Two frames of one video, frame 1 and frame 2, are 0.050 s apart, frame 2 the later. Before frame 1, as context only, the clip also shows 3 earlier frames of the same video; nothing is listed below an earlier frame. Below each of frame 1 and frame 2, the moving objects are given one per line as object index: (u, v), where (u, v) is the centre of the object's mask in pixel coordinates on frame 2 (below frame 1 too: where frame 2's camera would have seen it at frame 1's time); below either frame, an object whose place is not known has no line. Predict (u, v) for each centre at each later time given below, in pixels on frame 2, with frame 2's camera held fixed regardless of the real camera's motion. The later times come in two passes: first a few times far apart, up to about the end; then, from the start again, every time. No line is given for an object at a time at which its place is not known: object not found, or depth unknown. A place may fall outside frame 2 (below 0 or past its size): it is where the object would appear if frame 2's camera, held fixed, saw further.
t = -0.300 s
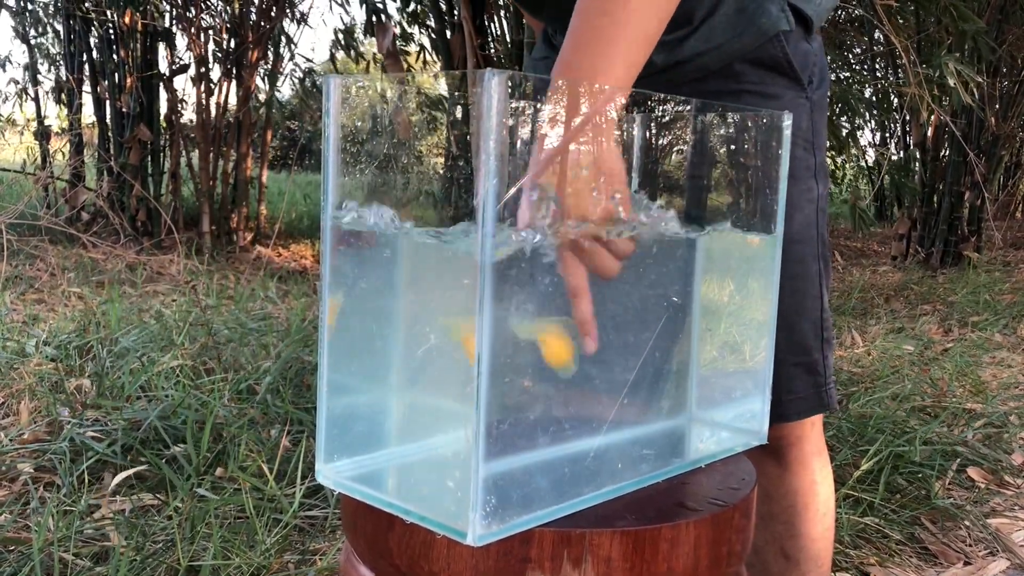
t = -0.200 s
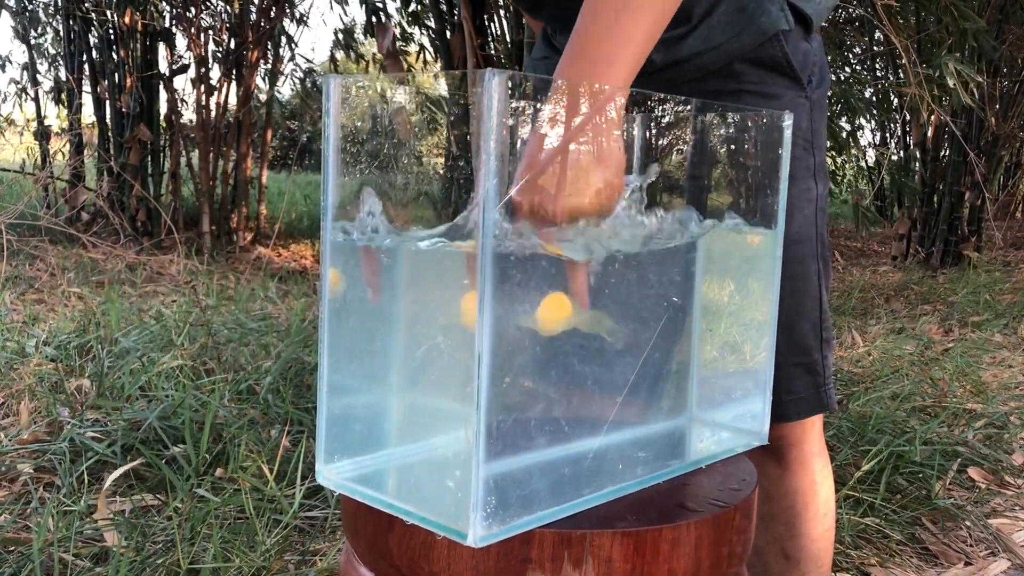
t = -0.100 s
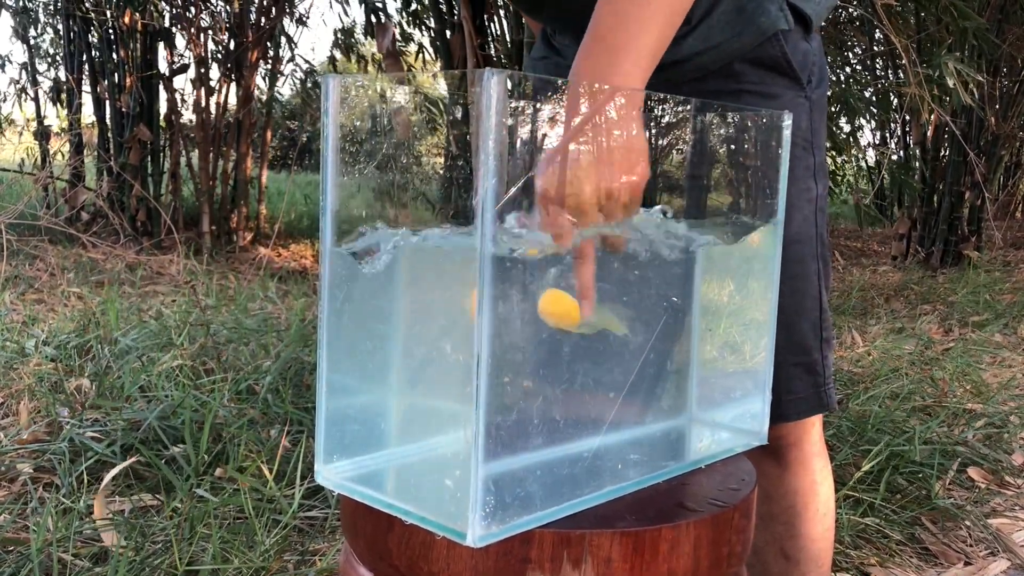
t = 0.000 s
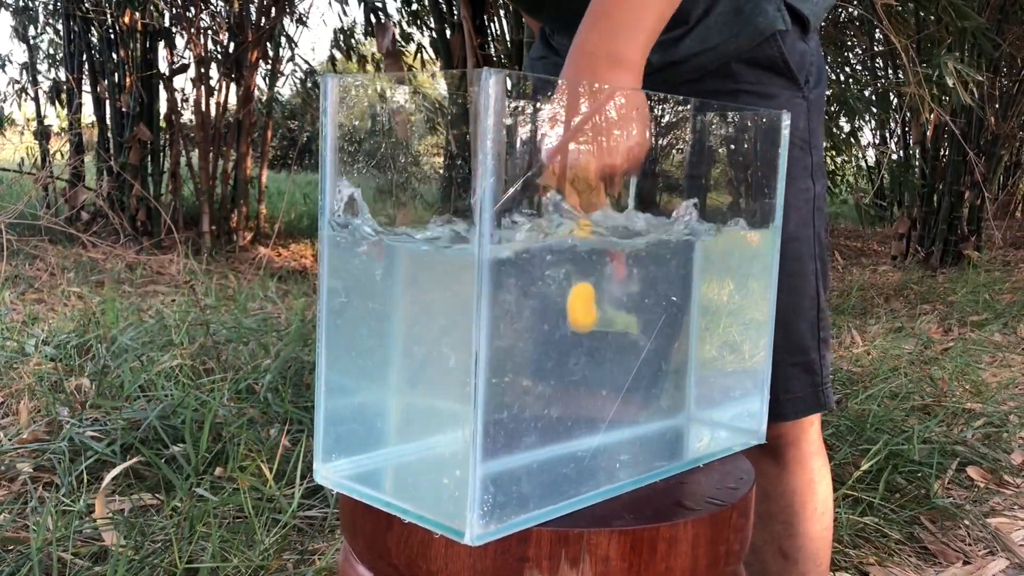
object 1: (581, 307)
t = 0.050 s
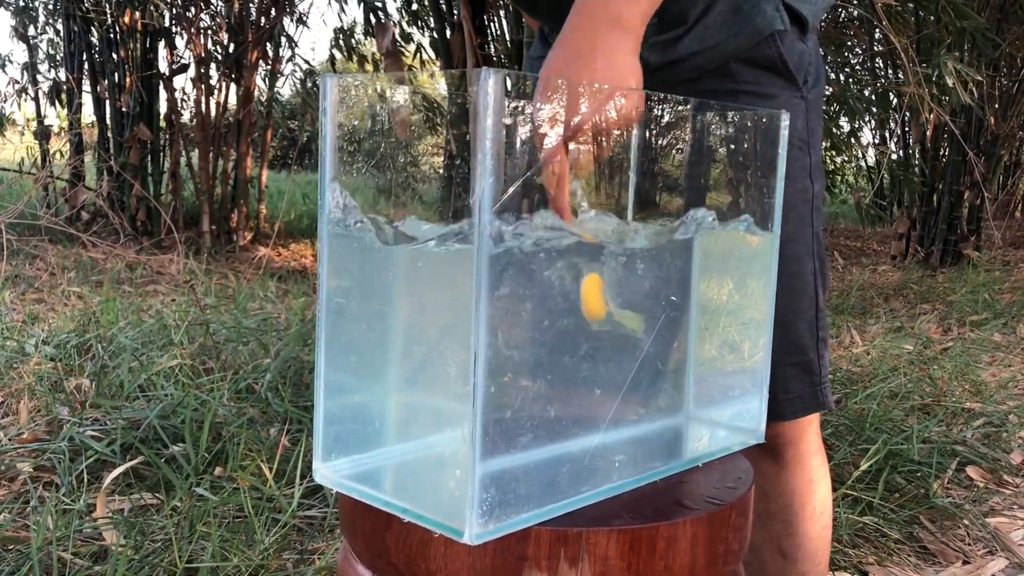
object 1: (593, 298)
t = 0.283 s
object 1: (631, 267)
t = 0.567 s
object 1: (670, 273)
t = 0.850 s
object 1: (664, 301)
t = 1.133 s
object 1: (648, 340)
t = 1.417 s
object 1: (618, 392)
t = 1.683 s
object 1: (594, 419)
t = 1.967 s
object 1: (580, 441)
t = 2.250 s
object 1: (568, 447)
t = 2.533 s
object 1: (558, 451)
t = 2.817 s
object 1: (554, 453)
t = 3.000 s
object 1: (549, 454)
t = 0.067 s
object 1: (596, 294)
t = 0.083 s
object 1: (600, 291)
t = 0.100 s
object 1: (603, 288)
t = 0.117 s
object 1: (605, 284)
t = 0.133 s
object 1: (609, 280)
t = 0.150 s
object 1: (611, 277)
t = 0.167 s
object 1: (614, 274)
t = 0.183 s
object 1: (617, 272)
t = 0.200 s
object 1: (619, 270)
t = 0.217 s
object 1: (621, 269)
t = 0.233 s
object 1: (624, 268)
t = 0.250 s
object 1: (626, 267)
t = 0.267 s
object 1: (628, 267)
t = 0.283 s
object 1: (631, 267)
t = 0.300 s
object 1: (633, 267)
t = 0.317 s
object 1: (636, 267)
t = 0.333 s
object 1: (638, 268)
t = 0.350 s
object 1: (640, 269)
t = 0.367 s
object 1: (643, 269)
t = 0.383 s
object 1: (646, 270)
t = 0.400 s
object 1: (649, 270)
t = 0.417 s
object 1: (651, 270)
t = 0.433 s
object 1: (654, 271)
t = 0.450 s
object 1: (657, 270)
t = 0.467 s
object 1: (659, 270)
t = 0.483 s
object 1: (661, 270)
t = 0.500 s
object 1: (664, 270)
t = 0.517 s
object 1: (666, 270)
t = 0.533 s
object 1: (667, 270)
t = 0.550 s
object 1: (668, 271)
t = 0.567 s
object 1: (670, 273)
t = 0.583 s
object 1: (670, 274)
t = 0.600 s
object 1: (671, 274)
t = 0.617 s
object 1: (672, 277)
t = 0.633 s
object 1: (672, 278)
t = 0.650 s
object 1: (672, 281)
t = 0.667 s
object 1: (672, 282)
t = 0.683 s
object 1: (672, 284)
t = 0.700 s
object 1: (670, 288)
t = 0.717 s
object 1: (669, 290)
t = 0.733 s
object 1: (669, 291)
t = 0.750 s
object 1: (668, 292)
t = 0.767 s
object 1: (668, 293)
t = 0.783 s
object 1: (667, 294)
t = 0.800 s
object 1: (666, 297)
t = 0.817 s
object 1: (665, 297)
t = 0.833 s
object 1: (665, 299)
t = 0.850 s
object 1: (664, 301)
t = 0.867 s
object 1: (663, 303)
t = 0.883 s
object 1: (662, 305)
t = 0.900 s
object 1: (661, 307)
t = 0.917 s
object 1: (661, 309)
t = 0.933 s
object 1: (660, 311)
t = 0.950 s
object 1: (659, 313)
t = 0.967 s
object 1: (658, 316)
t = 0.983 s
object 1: (657, 318)
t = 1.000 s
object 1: (656, 320)
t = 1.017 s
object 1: (655, 323)
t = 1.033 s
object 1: (654, 325)
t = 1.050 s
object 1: (653, 327)
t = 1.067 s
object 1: (652, 330)
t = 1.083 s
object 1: (651, 332)
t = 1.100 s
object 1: (650, 335)
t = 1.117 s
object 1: (649, 337)
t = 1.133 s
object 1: (648, 340)
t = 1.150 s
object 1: (647, 342)
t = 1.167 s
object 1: (646, 345)
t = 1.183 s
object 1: (645, 347)
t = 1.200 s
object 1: (643, 351)
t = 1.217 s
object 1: (642, 353)
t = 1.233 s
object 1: (640, 355)
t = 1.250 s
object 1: (639, 358)
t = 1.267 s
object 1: (637, 360)
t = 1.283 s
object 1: (636, 363)
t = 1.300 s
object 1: (634, 365)
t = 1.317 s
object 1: (633, 368)
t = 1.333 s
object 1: (625, 381)
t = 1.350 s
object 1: (624, 383)
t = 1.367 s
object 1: (622, 385)
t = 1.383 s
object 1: (621, 388)
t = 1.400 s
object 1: (620, 390)
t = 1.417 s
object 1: (618, 392)
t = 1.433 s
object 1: (616, 394)
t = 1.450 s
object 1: (615, 395)
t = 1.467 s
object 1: (613, 398)
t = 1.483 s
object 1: (611, 399)
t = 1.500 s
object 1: (610, 401)
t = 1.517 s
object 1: (608, 403)
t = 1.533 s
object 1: (607, 405)
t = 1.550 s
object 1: (605, 407)
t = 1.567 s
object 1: (604, 408)
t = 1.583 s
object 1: (602, 410)
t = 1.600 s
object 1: (601, 411)
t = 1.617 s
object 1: (599, 413)
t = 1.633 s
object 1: (598, 415)
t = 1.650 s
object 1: (597, 416)
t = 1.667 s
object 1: (596, 417)
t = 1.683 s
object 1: (594, 419)
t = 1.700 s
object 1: (593, 420)
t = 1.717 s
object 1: (591, 421)
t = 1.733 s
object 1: (591, 423)
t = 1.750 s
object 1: (590, 424)
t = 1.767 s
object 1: (588, 425)
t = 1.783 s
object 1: (588, 427)
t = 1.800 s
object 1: (586, 429)
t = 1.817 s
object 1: (586, 430)
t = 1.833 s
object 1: (585, 431)
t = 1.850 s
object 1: (584, 433)
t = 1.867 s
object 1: (584, 434)
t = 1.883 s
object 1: (583, 436)
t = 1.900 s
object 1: (583, 437)
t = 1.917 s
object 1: (582, 438)
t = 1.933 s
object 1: (582, 439)
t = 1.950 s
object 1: (581, 440)
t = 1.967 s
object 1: (580, 441)
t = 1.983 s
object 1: (579, 442)
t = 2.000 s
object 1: (578, 443)
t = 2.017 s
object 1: (578, 443)
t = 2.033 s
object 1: (577, 444)
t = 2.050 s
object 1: (577, 445)
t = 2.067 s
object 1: (576, 445)
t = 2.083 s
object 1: (575, 445)
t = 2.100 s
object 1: (574, 446)
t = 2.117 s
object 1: (574, 446)
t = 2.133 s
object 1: (573, 446)
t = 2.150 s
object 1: (573, 446)
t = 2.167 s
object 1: (572, 446)
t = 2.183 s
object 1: (571, 447)
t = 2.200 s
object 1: (569, 447)
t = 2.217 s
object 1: (569, 447)
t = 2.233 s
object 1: (568, 447)
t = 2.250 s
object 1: (568, 447)
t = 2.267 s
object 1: (567, 448)
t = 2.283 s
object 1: (565, 448)
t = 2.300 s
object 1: (565, 448)
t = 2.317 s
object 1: (564, 448)
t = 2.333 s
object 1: (564, 448)
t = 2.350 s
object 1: (563, 449)
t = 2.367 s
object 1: (562, 449)
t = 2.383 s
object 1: (562, 449)
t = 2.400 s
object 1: (561, 450)
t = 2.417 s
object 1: (561, 450)
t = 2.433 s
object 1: (560, 450)
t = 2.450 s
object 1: (560, 451)
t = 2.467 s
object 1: (559, 450)
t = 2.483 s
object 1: (559, 451)
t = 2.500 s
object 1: (559, 451)
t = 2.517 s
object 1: (559, 451)
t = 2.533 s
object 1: (558, 451)
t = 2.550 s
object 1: (558, 451)
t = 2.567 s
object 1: (558, 452)
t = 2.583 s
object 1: (557, 451)
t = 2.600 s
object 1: (557, 452)
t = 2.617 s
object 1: (557, 451)
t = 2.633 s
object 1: (557, 451)
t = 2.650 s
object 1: (556, 451)
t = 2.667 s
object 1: (556, 451)
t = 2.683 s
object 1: (556, 451)
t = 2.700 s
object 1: (556, 452)
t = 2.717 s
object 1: (556, 452)
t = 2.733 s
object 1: (556, 452)
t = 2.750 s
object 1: (555, 452)
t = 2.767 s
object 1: (555, 452)
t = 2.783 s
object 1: (555, 452)
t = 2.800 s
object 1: (554, 453)
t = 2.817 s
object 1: (554, 453)
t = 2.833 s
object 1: (554, 452)
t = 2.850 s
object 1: (553, 453)
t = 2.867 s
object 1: (553, 453)
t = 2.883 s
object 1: (552, 453)
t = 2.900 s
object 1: (552, 453)
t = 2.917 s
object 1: (551, 453)
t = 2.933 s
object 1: (551, 453)
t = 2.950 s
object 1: (550, 454)
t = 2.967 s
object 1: (550, 454)
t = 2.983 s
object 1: (549, 454)
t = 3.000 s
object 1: (549, 454)
